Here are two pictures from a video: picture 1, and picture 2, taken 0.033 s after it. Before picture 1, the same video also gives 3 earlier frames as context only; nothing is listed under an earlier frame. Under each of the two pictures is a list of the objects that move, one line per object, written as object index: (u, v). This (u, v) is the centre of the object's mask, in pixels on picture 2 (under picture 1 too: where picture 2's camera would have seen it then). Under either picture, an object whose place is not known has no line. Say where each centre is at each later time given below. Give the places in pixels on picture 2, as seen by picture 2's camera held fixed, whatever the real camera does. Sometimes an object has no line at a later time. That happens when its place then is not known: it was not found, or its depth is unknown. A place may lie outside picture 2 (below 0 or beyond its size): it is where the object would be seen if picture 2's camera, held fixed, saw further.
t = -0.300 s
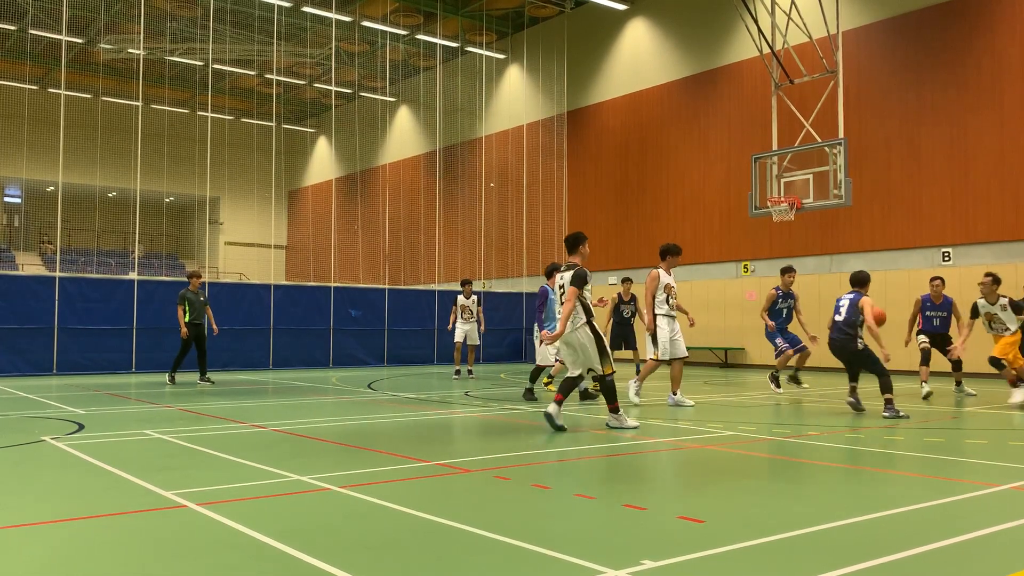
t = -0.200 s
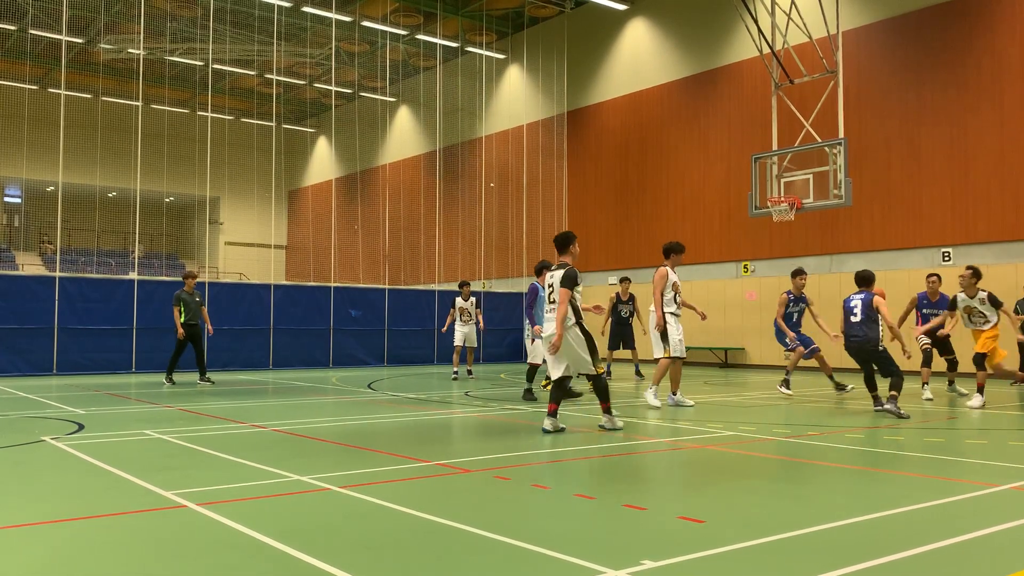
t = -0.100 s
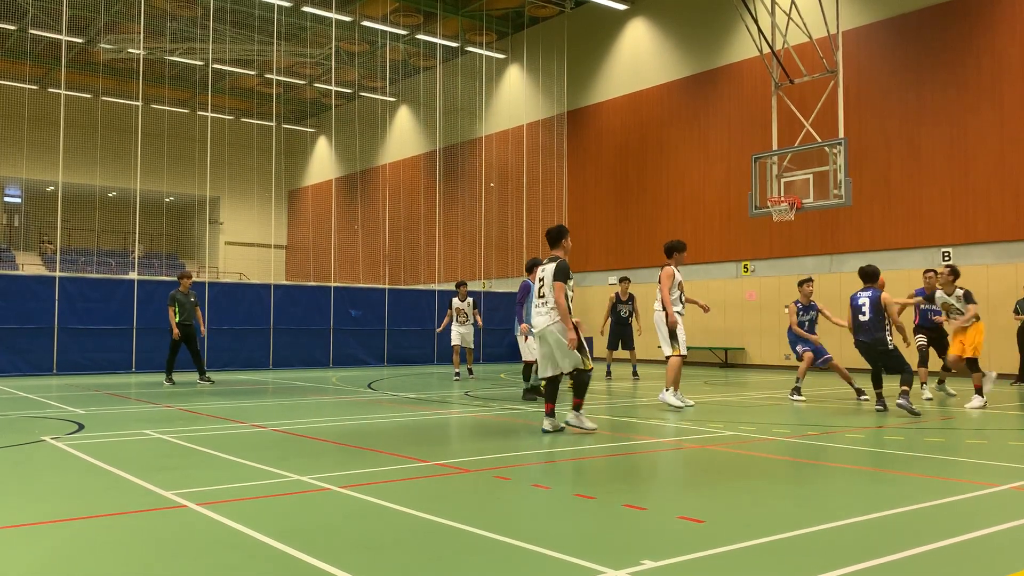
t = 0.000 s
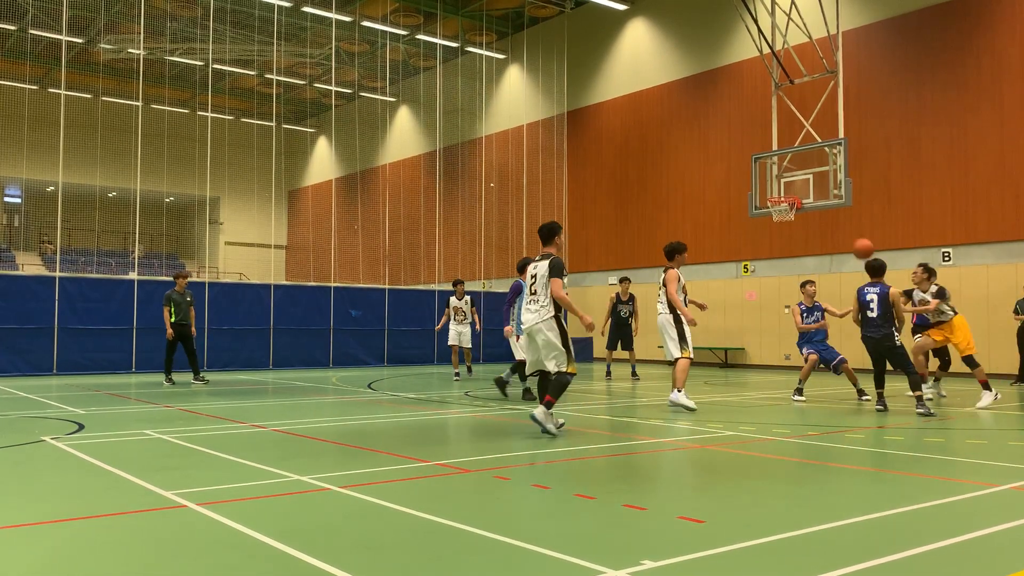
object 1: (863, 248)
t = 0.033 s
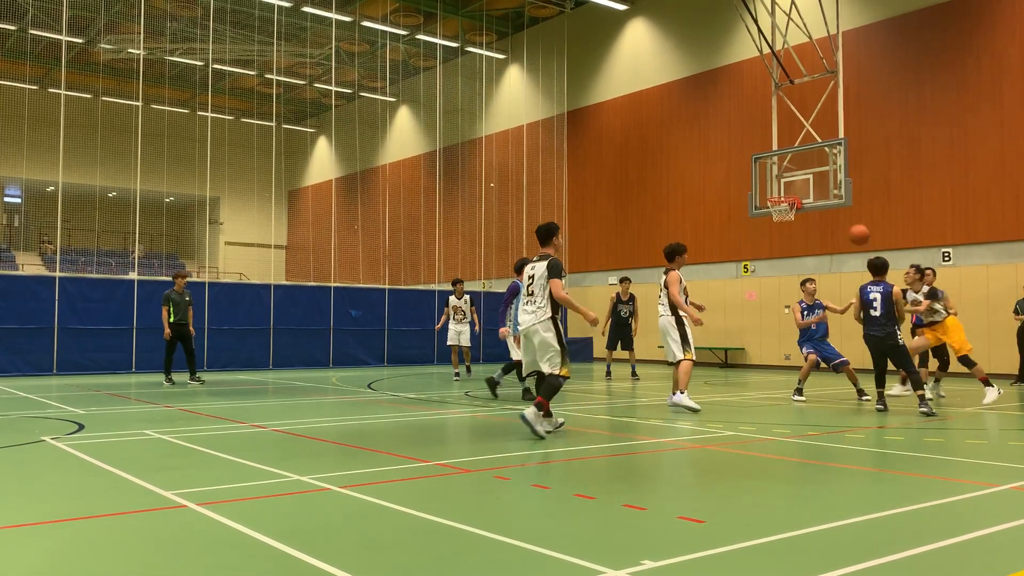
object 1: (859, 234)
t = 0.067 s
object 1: (854, 221)
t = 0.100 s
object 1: (851, 209)
